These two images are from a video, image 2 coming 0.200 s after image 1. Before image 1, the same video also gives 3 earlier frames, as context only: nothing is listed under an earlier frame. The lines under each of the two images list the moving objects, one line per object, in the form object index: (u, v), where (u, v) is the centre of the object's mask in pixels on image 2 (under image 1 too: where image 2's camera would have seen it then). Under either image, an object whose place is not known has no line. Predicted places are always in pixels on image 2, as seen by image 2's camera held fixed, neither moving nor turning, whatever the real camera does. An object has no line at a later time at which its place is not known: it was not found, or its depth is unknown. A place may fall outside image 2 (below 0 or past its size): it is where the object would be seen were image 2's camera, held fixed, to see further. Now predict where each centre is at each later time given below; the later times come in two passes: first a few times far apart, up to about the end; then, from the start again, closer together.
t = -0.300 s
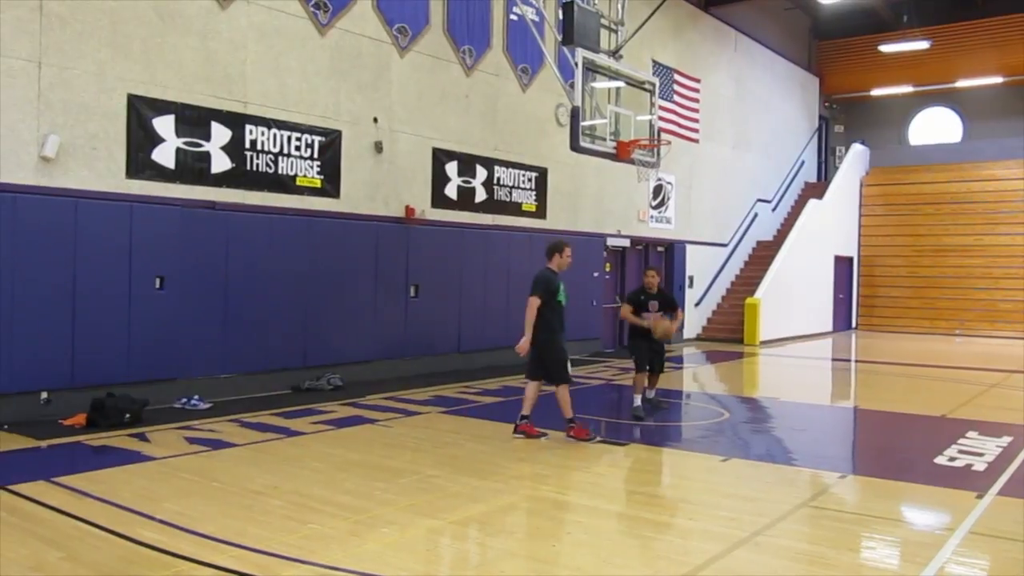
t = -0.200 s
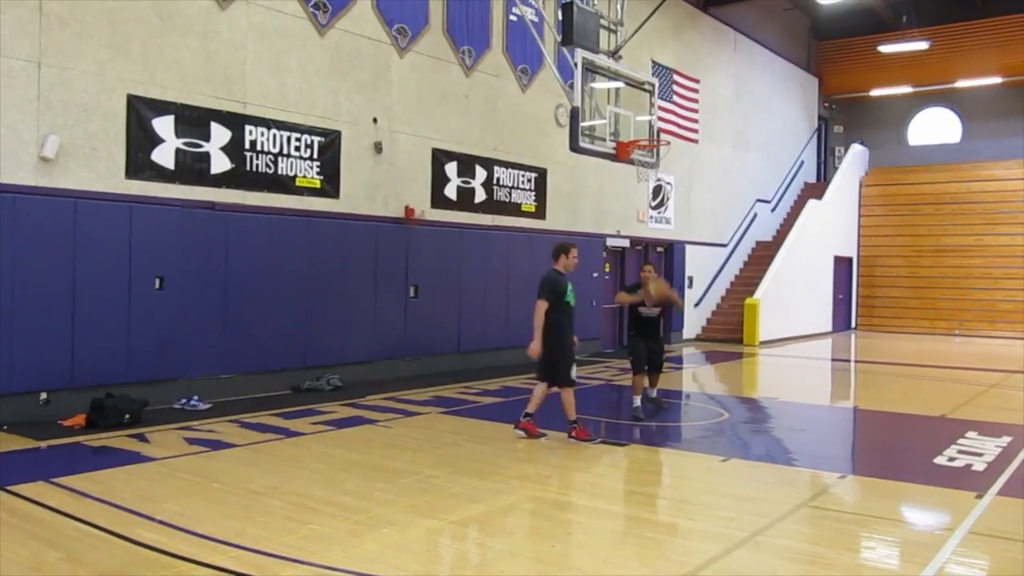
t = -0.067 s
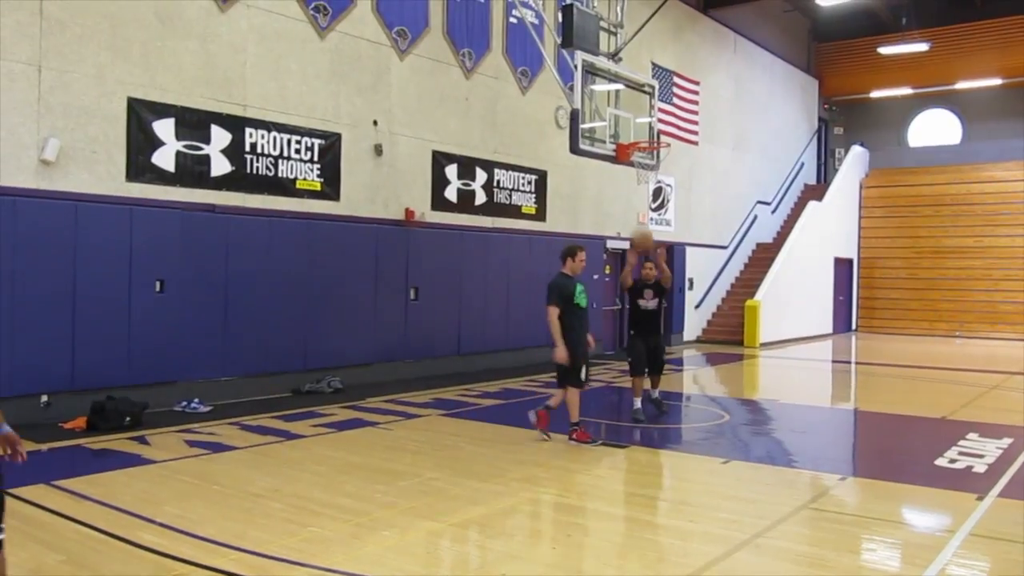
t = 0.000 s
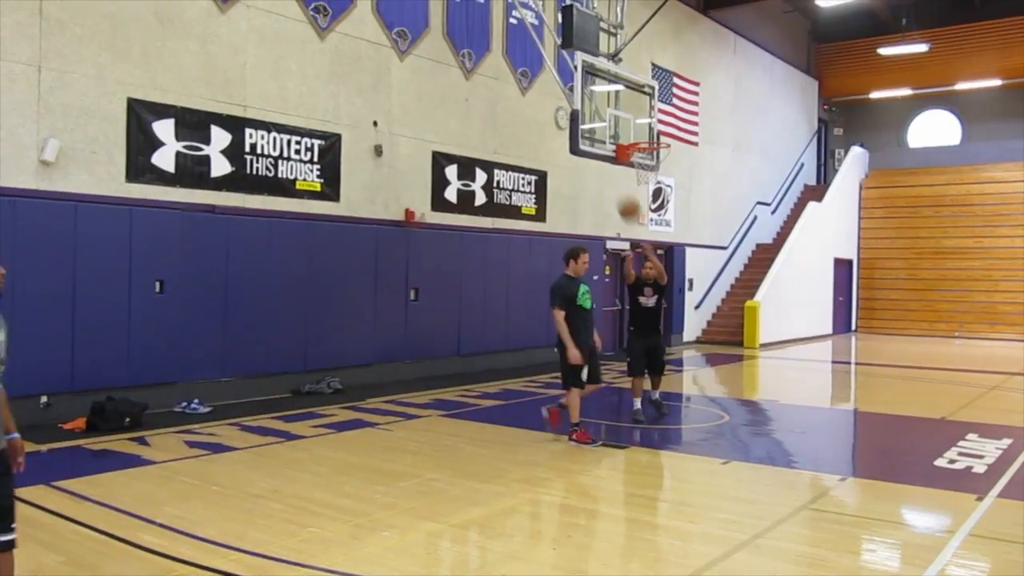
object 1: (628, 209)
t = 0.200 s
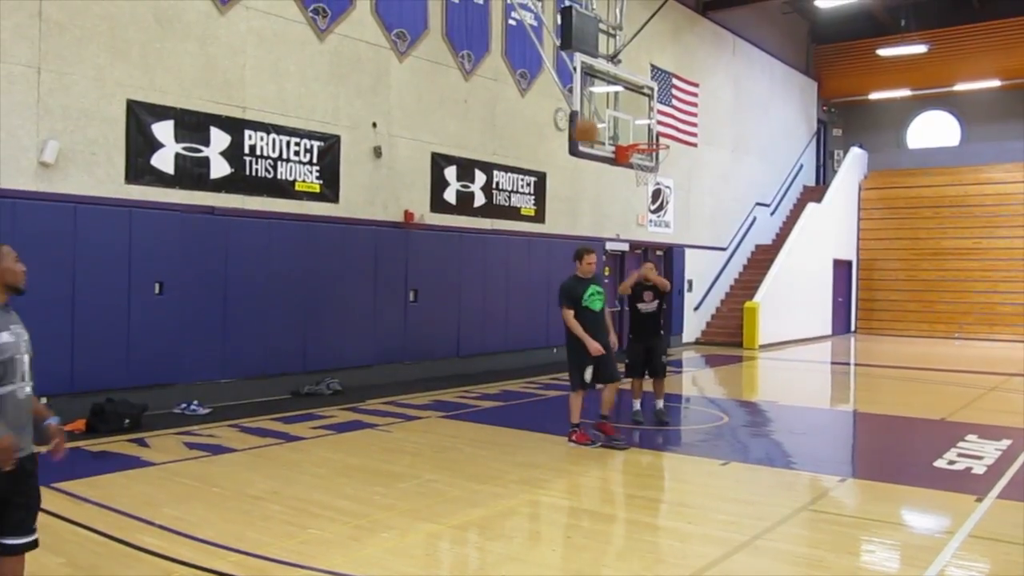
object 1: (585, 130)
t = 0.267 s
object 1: (569, 111)
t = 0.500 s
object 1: (499, 72)
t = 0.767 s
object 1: (382, 117)
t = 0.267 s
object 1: (569, 111)
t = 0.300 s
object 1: (560, 102)
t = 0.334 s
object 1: (550, 94)
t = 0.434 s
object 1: (521, 78)
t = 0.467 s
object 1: (509, 74)
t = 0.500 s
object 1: (499, 72)
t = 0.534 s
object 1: (485, 72)
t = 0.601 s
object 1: (459, 75)
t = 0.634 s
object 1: (445, 79)
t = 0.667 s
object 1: (430, 85)
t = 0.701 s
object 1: (414, 94)
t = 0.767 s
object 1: (382, 117)
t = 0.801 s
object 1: (362, 132)
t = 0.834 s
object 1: (341, 151)
